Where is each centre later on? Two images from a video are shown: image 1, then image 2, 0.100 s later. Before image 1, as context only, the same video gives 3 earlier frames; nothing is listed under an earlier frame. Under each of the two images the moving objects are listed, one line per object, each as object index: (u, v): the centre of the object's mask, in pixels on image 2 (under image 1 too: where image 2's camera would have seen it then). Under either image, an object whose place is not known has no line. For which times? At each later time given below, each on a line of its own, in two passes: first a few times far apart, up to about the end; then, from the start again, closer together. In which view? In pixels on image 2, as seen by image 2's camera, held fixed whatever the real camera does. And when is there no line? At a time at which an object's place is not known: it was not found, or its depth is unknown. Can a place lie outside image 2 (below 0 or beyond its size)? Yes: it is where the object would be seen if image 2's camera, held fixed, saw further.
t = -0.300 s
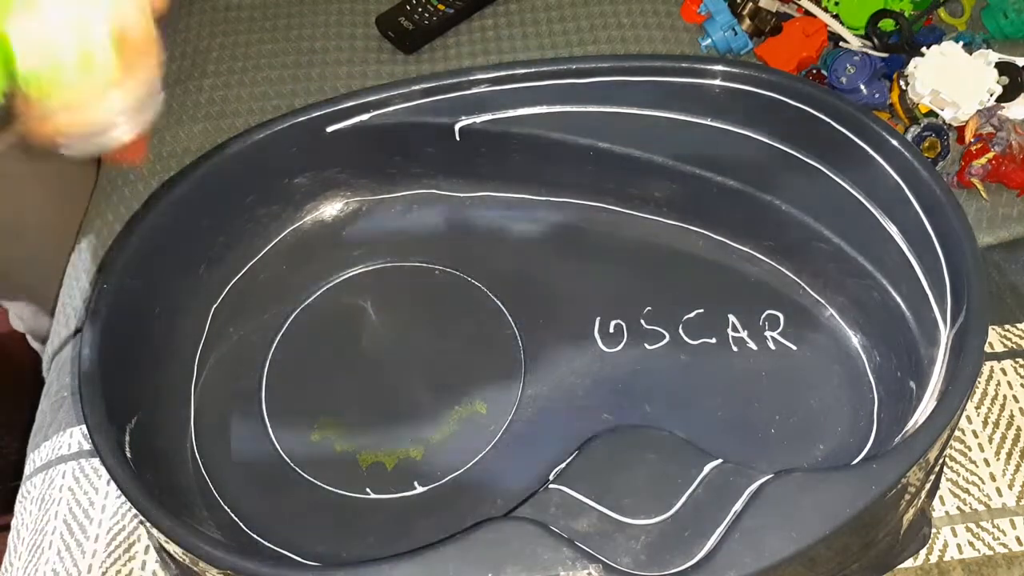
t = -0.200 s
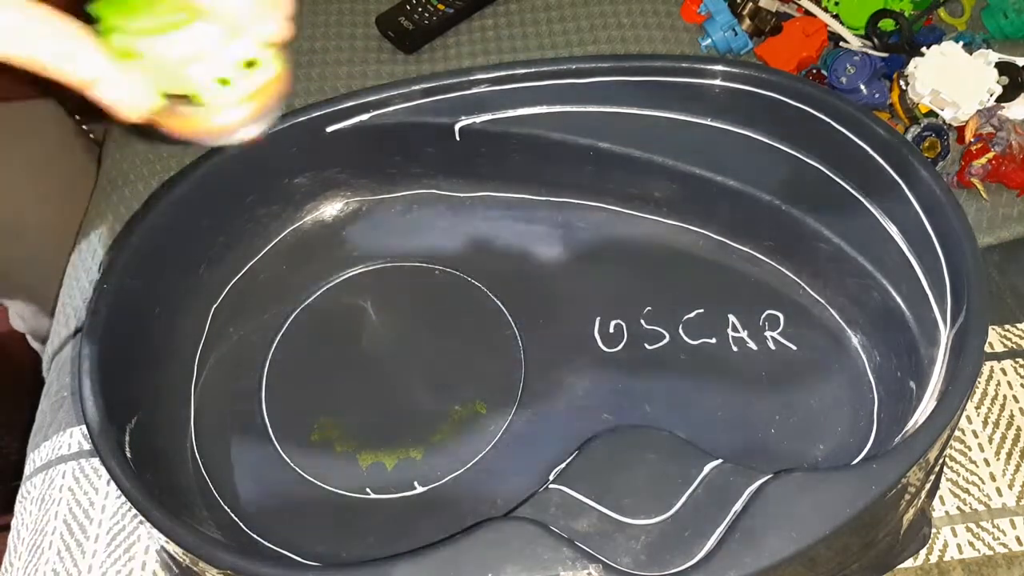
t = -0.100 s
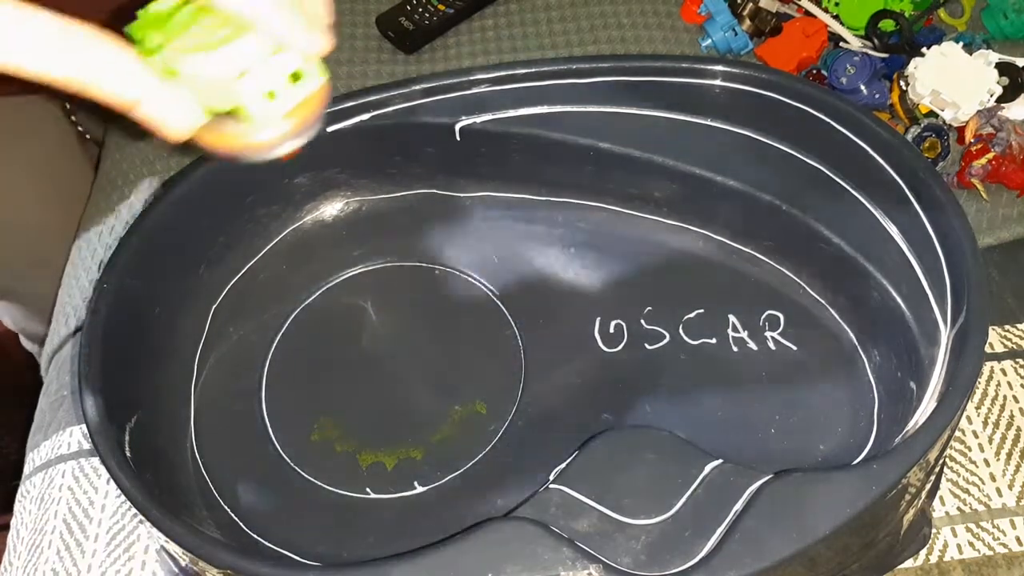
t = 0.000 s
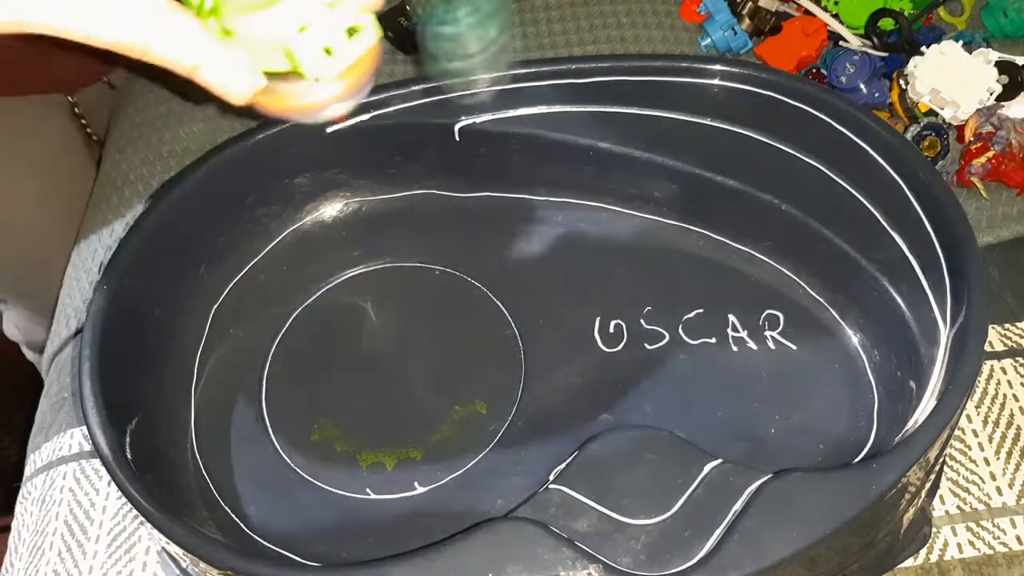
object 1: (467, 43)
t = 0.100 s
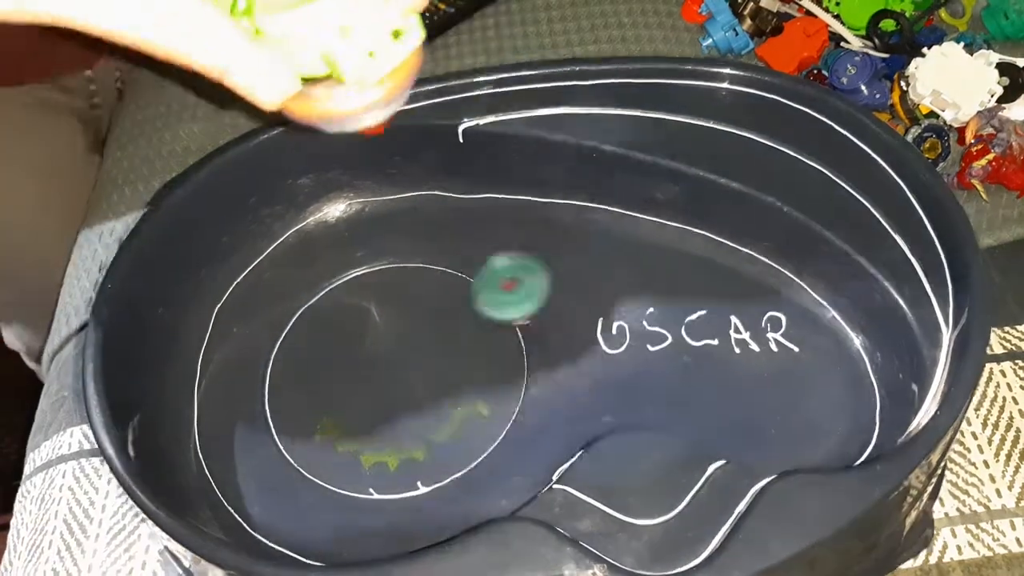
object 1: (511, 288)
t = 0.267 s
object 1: (383, 413)
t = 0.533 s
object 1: (358, 472)
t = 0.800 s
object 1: (418, 461)
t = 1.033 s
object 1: (371, 471)
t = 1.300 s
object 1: (333, 466)
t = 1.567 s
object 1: (311, 450)
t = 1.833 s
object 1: (289, 436)
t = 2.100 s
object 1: (281, 417)
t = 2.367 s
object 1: (268, 397)
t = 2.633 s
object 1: (263, 373)
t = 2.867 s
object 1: (273, 351)
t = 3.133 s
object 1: (296, 324)
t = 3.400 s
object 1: (326, 303)
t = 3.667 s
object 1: (356, 294)
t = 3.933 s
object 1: (392, 294)
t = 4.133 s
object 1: (417, 298)
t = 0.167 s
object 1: (459, 302)
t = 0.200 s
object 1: (432, 327)
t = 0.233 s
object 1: (408, 363)
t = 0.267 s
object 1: (383, 413)
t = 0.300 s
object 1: (365, 458)
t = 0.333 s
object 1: (355, 450)
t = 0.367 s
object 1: (348, 446)
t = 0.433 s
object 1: (348, 461)
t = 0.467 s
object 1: (348, 463)
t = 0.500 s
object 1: (352, 469)
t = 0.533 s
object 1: (358, 472)
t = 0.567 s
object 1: (367, 469)
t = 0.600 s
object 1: (378, 470)
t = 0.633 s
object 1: (387, 472)
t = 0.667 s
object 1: (401, 464)
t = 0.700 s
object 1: (411, 460)
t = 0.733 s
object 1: (417, 458)
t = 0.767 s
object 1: (419, 459)
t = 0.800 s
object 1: (418, 461)
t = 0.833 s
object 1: (414, 466)
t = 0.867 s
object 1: (408, 467)
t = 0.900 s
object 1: (404, 463)
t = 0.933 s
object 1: (398, 461)
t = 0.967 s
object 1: (390, 462)
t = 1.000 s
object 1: (380, 466)
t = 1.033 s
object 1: (371, 471)
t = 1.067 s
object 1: (363, 473)
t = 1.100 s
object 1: (360, 471)
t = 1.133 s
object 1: (355, 472)
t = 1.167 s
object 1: (350, 471)
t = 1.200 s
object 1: (346, 470)
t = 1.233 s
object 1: (341, 469)
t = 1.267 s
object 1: (337, 468)
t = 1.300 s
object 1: (333, 466)
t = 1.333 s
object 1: (328, 465)
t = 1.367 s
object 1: (324, 463)
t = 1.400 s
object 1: (322, 460)
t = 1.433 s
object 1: (317, 459)
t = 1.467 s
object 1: (312, 457)
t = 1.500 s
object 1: (315, 453)
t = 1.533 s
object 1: (315, 451)
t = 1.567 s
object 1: (311, 450)
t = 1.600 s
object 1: (305, 450)
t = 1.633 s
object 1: (299, 449)
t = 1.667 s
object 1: (301, 446)
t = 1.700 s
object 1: (301, 443)
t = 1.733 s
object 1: (299, 441)
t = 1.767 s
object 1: (294, 439)
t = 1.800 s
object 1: (288, 439)
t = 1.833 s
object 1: (289, 436)
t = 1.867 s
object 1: (289, 435)
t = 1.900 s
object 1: (288, 432)
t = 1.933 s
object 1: (284, 430)
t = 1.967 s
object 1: (279, 428)
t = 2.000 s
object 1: (284, 425)
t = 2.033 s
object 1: (285, 423)
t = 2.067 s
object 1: (284, 420)
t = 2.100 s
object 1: (281, 417)
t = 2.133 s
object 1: (278, 415)
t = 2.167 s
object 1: (274, 412)
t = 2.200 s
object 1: (270, 410)
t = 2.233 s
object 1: (268, 407)
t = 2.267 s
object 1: (271, 405)
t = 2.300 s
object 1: (271, 403)
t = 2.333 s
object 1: (270, 400)
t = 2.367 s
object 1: (268, 397)
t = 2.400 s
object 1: (267, 395)
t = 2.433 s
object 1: (265, 392)
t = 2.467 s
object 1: (263, 388)
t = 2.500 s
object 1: (263, 385)
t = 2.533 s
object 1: (263, 382)
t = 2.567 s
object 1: (263, 379)
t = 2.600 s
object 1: (263, 376)
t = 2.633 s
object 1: (263, 373)
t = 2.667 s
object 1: (263, 369)
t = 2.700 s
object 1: (264, 366)
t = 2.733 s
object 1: (265, 362)
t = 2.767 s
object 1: (267, 359)
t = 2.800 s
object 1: (268, 356)
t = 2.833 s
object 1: (270, 354)
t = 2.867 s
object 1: (273, 351)
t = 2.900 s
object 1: (275, 347)
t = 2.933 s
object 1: (278, 344)
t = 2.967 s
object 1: (281, 341)
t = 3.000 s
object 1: (284, 338)
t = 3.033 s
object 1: (287, 334)
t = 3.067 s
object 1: (289, 331)
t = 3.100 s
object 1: (293, 327)
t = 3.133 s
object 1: (296, 324)
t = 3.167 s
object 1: (299, 321)
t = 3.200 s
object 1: (303, 318)
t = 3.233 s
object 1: (307, 315)
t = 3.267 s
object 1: (311, 313)
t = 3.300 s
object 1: (315, 310)
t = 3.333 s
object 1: (318, 308)
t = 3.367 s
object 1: (322, 305)
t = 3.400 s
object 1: (326, 303)
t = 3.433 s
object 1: (330, 301)
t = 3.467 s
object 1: (334, 299)
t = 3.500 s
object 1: (337, 298)
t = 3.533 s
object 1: (340, 297)
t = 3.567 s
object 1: (344, 296)
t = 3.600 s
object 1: (347, 295)
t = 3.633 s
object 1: (352, 294)
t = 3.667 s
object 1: (356, 294)
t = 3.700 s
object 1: (359, 294)
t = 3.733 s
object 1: (364, 293)
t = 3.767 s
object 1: (368, 293)
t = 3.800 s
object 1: (373, 293)
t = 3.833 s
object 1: (378, 293)
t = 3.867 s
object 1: (383, 293)
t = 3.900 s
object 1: (387, 293)
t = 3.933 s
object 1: (392, 294)
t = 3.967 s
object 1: (396, 294)
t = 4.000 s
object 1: (400, 295)
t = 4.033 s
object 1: (405, 295)
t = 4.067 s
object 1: (408, 296)
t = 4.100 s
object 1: (413, 296)
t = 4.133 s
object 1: (417, 298)
